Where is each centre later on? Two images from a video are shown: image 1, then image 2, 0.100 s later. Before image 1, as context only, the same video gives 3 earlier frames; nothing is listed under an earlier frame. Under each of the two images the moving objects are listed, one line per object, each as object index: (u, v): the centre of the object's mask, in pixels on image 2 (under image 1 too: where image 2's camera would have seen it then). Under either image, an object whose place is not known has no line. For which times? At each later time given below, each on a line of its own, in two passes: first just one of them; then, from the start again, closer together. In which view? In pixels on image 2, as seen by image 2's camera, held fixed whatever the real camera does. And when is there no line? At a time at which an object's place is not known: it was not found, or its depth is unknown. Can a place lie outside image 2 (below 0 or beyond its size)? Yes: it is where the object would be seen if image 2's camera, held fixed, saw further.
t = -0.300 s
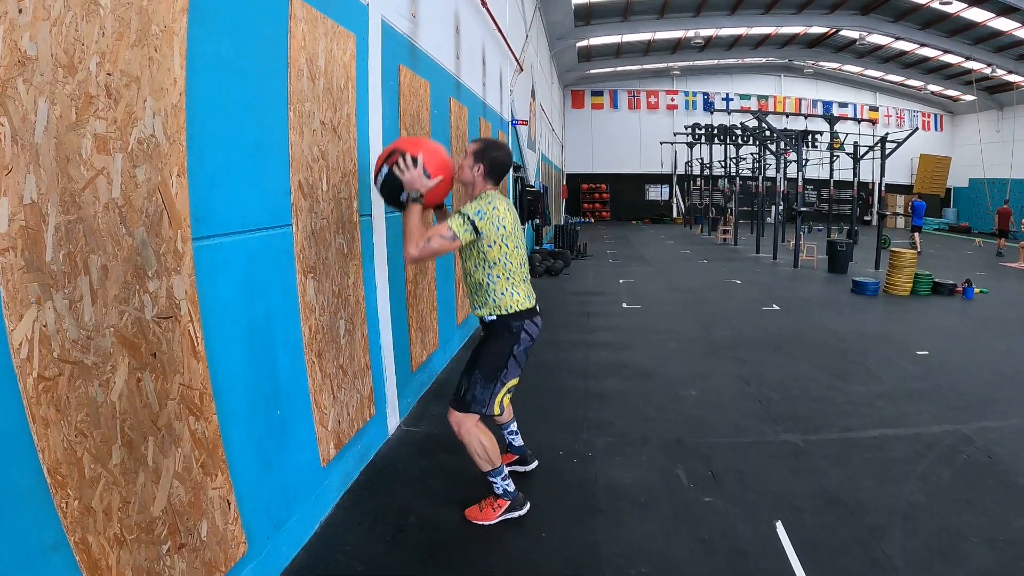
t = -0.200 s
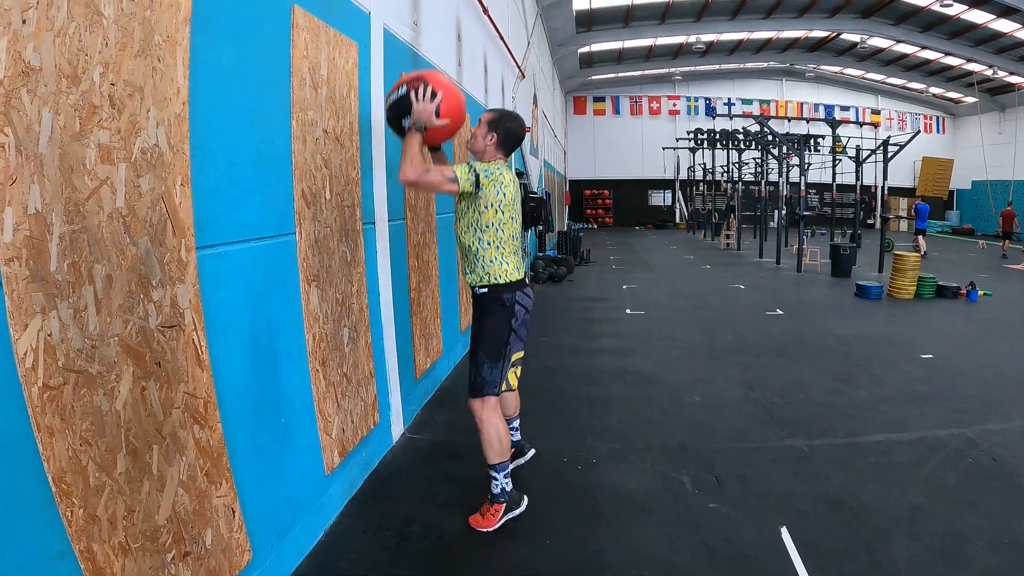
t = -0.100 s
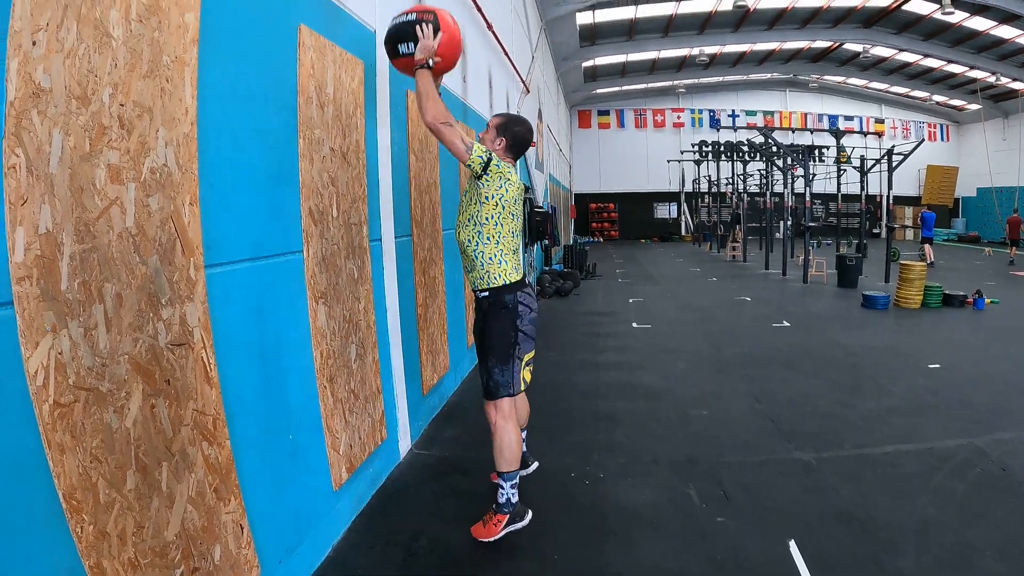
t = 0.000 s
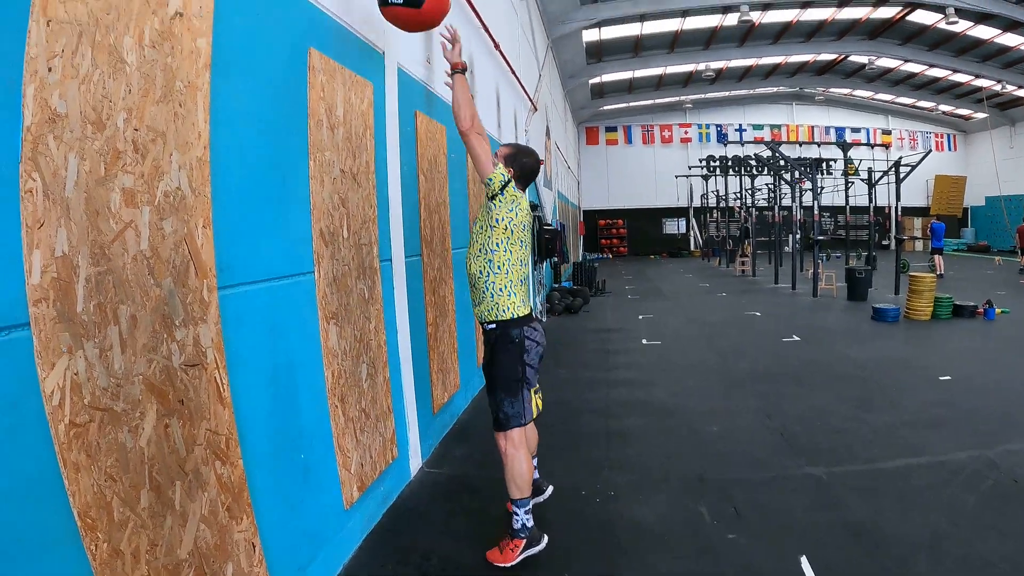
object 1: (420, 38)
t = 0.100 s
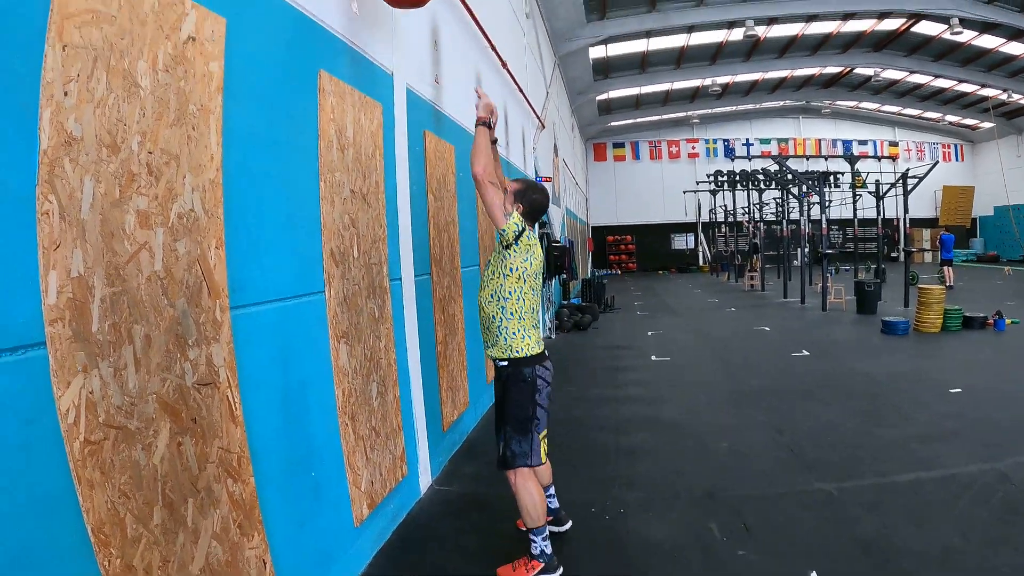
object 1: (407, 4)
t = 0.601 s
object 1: (402, 7)
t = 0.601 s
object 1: (402, 7)
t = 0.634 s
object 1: (405, 27)
